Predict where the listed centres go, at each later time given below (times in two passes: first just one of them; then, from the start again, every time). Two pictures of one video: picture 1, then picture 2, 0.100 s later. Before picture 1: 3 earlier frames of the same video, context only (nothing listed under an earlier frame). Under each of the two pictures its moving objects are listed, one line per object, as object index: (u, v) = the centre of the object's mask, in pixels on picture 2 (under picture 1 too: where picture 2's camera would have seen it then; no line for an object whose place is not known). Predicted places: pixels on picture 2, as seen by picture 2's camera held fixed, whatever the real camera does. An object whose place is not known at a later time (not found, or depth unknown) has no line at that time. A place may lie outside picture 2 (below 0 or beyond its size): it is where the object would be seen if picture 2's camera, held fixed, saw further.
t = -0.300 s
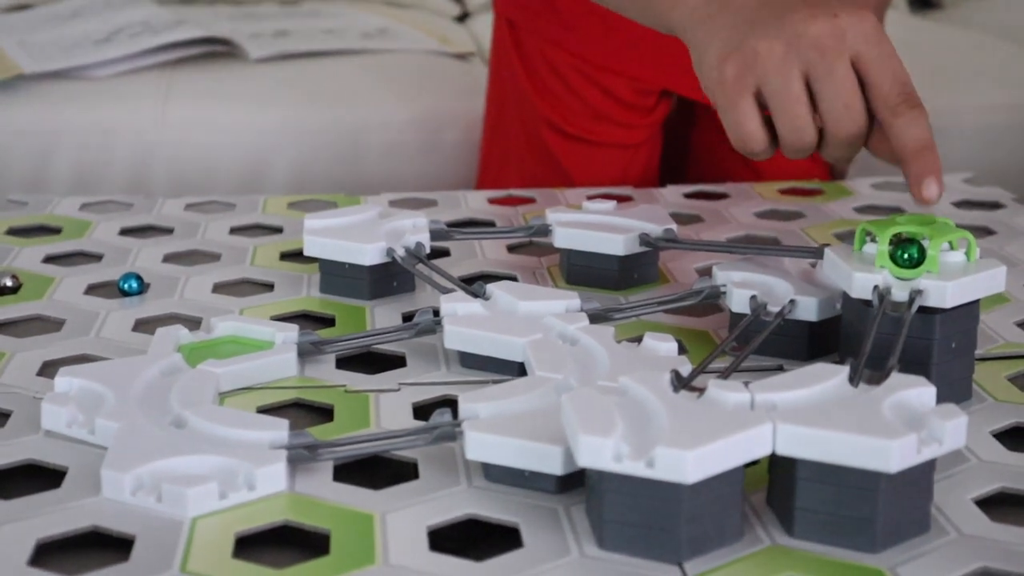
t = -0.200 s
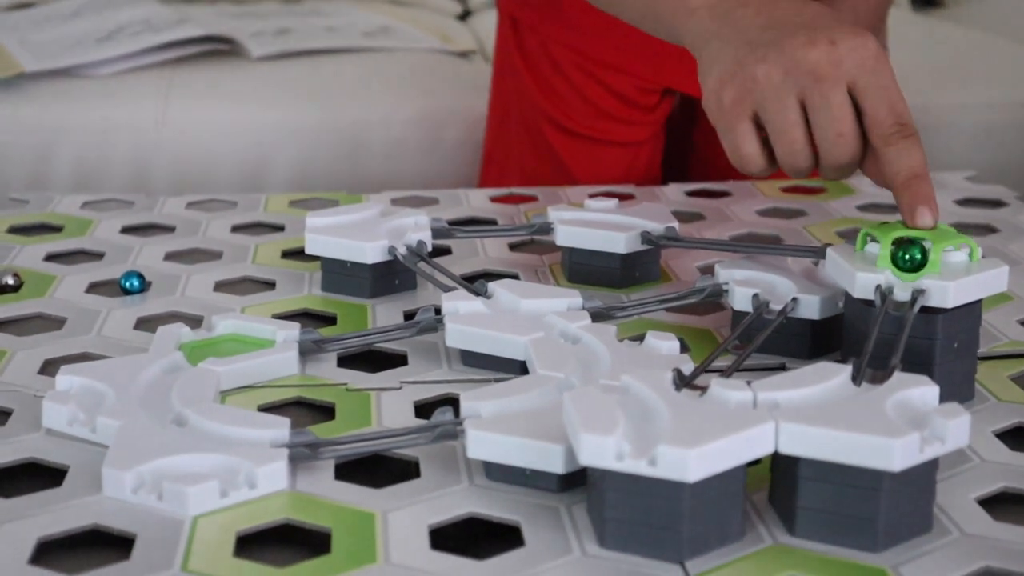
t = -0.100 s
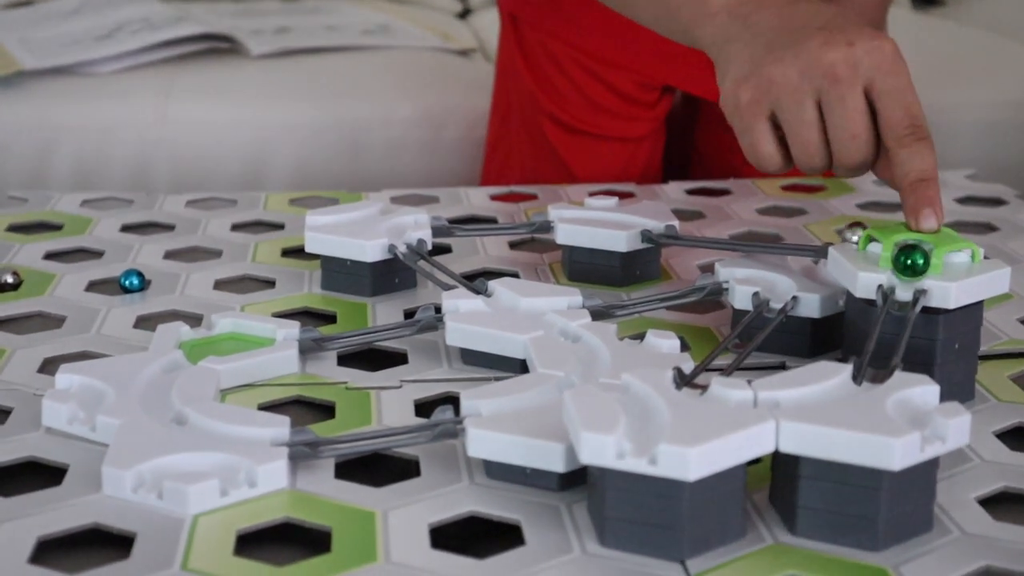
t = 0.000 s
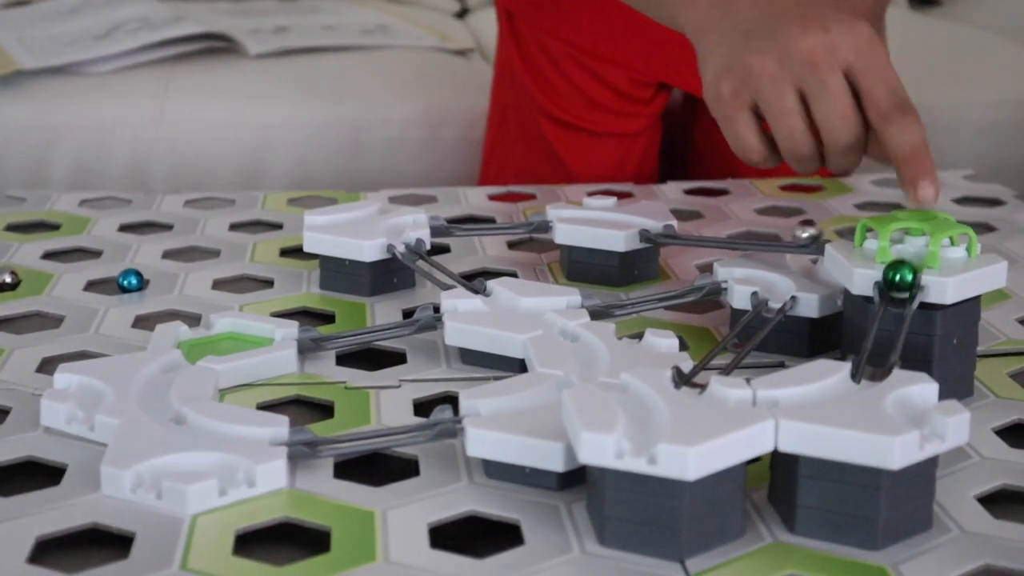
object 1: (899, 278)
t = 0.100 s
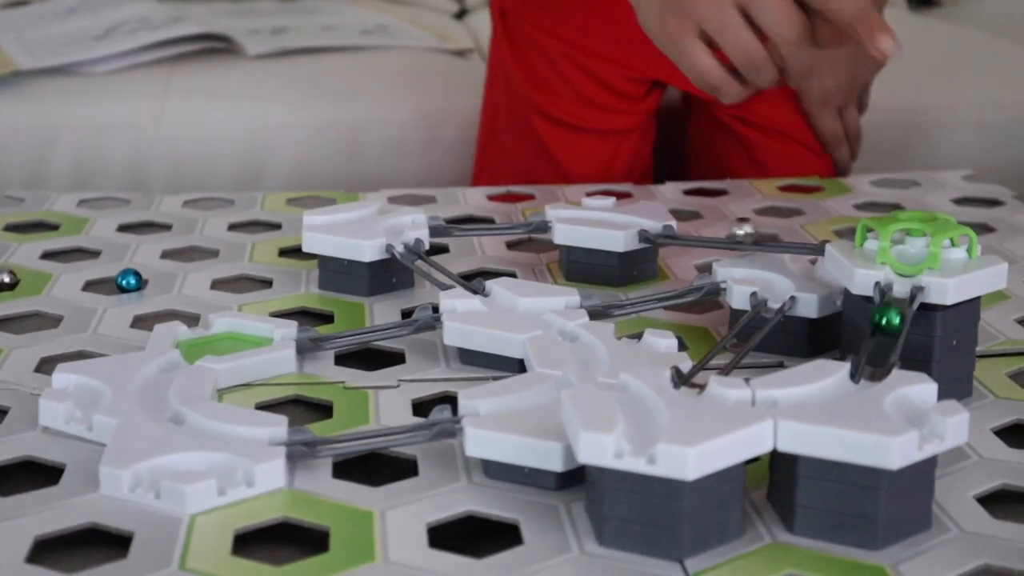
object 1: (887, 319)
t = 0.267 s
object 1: (813, 389)
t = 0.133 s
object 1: (880, 338)
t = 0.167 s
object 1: (872, 360)
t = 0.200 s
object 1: (863, 373)
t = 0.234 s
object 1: (842, 382)
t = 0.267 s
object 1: (813, 389)
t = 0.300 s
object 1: (778, 393)
